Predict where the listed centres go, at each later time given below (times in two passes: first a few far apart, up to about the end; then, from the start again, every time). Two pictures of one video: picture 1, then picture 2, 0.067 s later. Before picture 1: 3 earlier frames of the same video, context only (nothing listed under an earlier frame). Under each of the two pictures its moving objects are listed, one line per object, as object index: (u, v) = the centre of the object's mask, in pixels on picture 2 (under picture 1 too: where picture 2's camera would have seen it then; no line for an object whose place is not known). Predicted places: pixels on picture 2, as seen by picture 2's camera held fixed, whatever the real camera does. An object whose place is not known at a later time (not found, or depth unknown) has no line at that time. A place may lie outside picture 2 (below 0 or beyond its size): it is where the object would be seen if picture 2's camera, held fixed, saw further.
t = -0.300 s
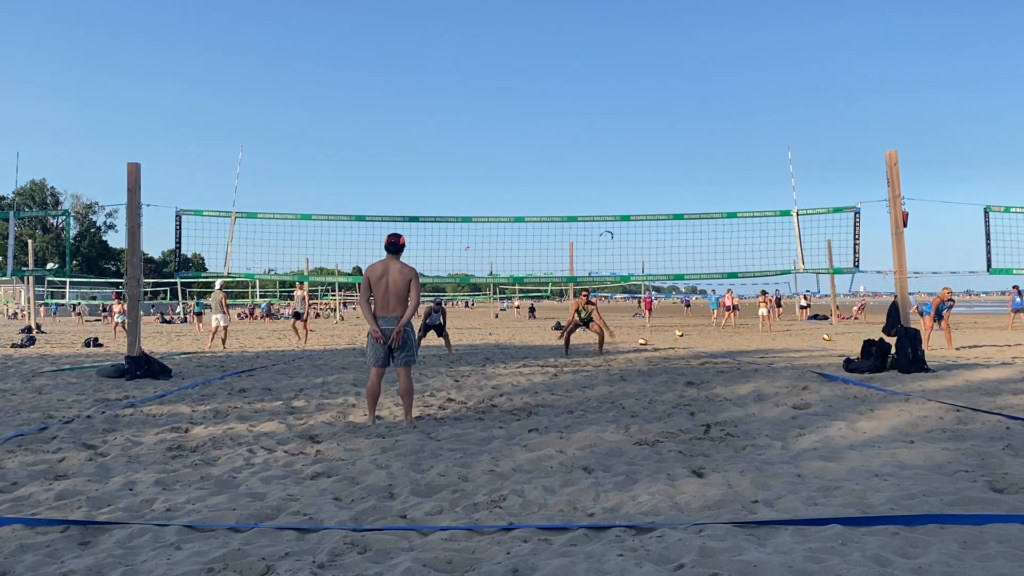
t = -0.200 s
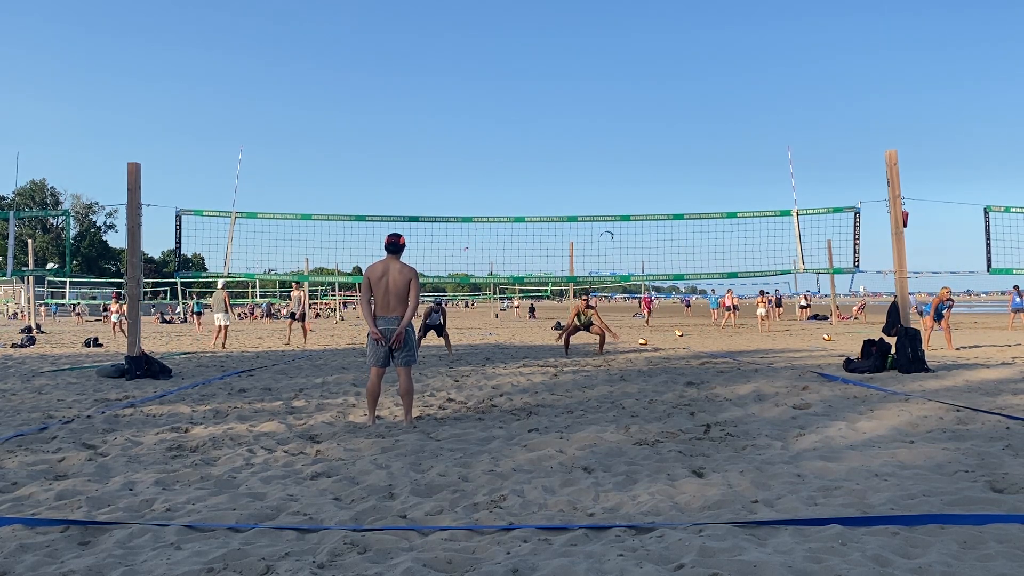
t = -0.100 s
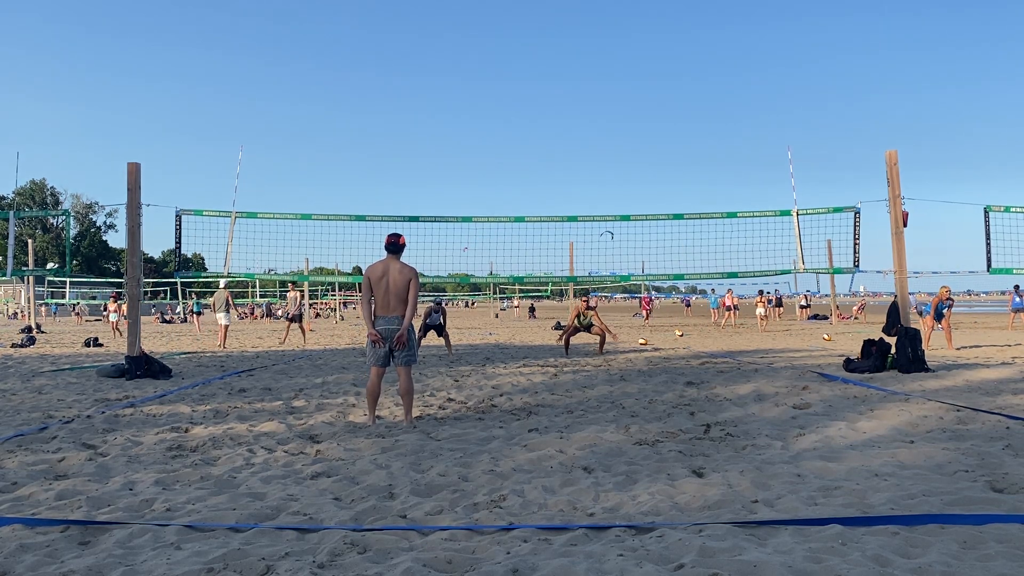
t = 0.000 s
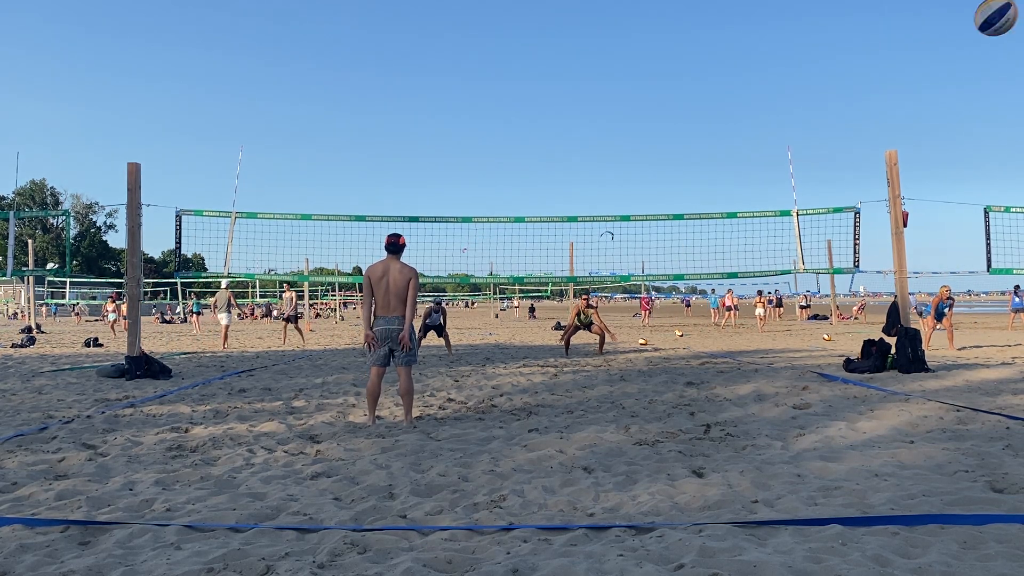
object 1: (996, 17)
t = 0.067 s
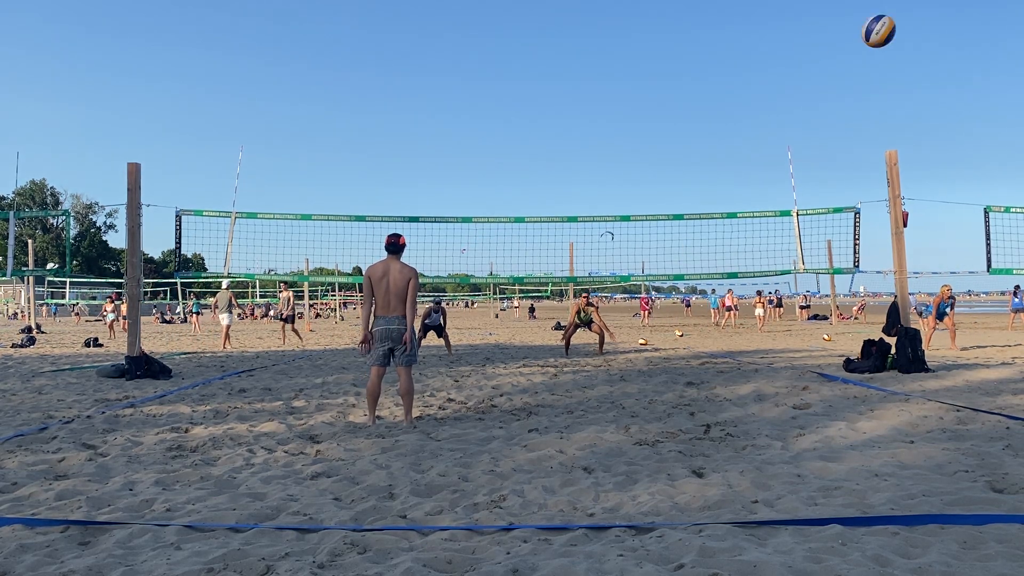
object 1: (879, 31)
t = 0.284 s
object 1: (672, 78)
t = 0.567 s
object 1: (558, 151)
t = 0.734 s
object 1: (520, 200)
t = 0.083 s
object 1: (855, 35)
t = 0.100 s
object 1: (834, 38)
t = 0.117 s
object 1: (813, 42)
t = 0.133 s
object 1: (795, 46)
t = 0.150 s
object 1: (777, 49)
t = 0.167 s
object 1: (761, 53)
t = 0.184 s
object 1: (746, 57)
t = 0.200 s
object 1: (732, 60)
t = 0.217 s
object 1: (718, 63)
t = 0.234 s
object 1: (706, 67)
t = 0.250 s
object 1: (694, 71)
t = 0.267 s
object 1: (683, 74)
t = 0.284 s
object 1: (672, 78)
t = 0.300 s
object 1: (663, 82)
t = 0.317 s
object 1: (653, 86)
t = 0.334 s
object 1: (644, 90)
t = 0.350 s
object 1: (636, 94)
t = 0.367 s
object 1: (628, 98)
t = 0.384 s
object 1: (621, 102)
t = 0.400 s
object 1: (614, 106)
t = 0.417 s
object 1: (607, 111)
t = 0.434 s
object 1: (601, 115)
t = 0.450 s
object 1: (594, 120)
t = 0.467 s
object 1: (588, 124)
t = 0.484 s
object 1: (583, 129)
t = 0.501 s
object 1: (577, 133)
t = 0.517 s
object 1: (572, 138)
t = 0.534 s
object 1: (567, 142)
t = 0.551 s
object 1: (562, 147)
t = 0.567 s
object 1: (558, 151)
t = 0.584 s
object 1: (553, 156)
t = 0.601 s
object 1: (549, 161)
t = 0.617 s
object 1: (545, 165)
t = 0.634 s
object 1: (541, 170)
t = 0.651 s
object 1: (537, 175)
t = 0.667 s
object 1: (534, 180)
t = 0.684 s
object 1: (530, 185)
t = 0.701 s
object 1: (527, 189)
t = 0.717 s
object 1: (523, 195)
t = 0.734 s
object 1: (520, 200)
